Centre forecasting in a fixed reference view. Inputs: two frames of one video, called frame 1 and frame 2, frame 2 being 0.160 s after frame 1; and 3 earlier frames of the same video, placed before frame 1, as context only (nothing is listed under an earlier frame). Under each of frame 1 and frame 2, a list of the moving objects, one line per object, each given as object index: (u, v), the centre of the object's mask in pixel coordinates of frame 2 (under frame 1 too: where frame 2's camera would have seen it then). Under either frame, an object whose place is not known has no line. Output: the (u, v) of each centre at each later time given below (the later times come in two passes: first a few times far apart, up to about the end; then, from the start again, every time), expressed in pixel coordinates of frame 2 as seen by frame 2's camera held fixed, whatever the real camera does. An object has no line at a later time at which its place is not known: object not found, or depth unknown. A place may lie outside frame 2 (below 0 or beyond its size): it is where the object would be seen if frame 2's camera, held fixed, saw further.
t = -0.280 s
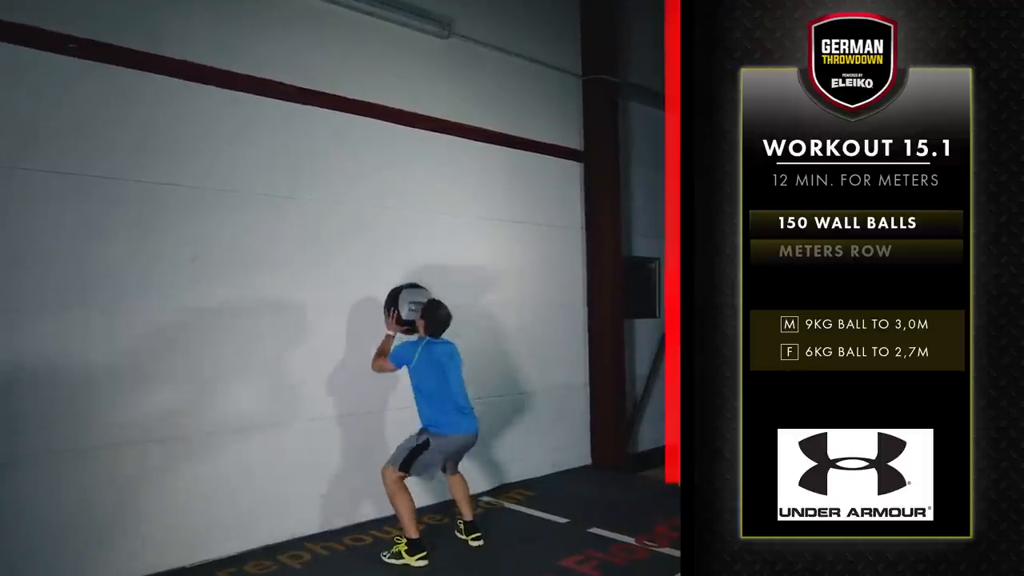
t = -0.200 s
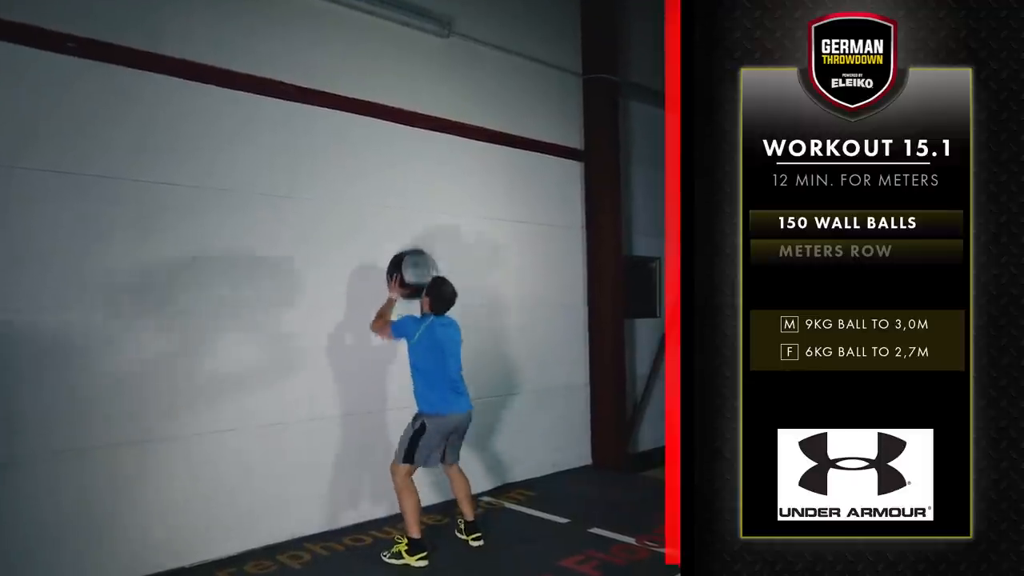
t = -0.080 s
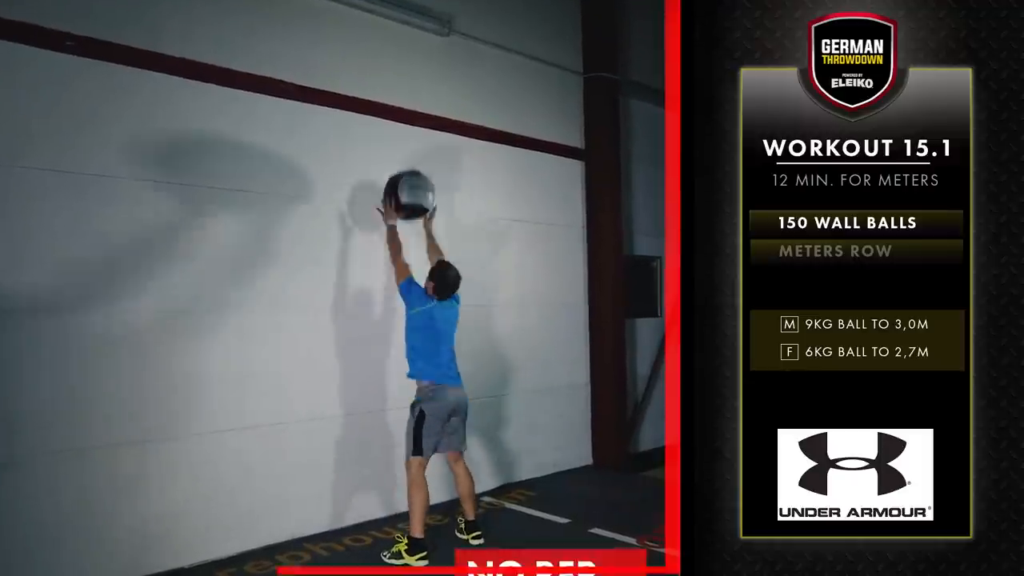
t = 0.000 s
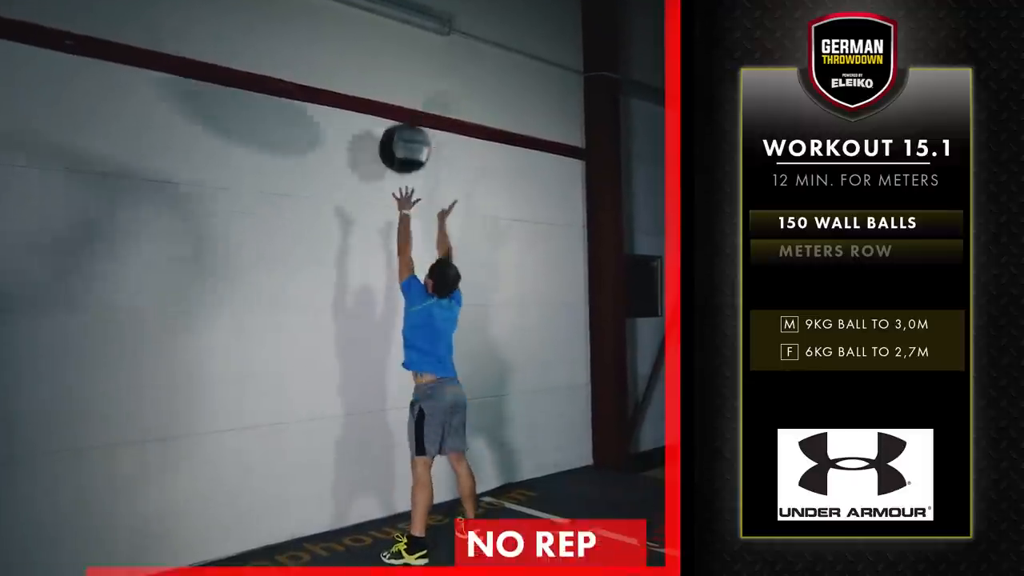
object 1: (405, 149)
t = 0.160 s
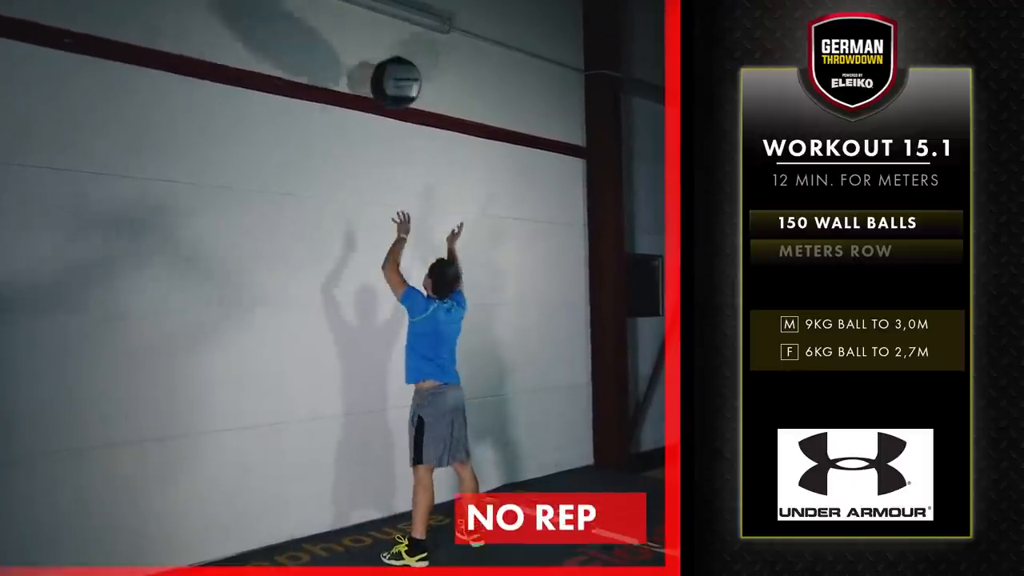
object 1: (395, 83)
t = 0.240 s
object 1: (392, 64)
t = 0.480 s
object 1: (382, 57)
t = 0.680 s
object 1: (390, 99)
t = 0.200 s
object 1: (394, 72)
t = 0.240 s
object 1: (392, 64)
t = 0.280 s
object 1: (390, 58)
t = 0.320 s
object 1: (388, 54)
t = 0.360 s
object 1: (386, 52)
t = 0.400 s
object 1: (383, 52)
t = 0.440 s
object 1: (382, 54)
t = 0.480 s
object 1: (382, 57)
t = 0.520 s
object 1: (384, 60)
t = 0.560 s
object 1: (385, 67)
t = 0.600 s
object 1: (387, 75)
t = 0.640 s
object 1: (389, 86)
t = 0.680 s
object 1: (390, 99)
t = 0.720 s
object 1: (392, 114)
